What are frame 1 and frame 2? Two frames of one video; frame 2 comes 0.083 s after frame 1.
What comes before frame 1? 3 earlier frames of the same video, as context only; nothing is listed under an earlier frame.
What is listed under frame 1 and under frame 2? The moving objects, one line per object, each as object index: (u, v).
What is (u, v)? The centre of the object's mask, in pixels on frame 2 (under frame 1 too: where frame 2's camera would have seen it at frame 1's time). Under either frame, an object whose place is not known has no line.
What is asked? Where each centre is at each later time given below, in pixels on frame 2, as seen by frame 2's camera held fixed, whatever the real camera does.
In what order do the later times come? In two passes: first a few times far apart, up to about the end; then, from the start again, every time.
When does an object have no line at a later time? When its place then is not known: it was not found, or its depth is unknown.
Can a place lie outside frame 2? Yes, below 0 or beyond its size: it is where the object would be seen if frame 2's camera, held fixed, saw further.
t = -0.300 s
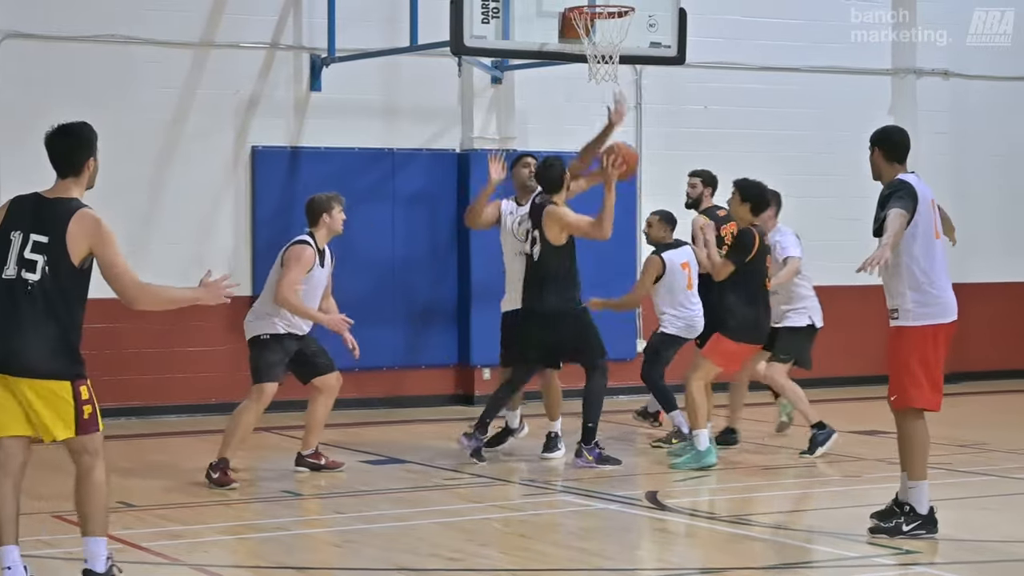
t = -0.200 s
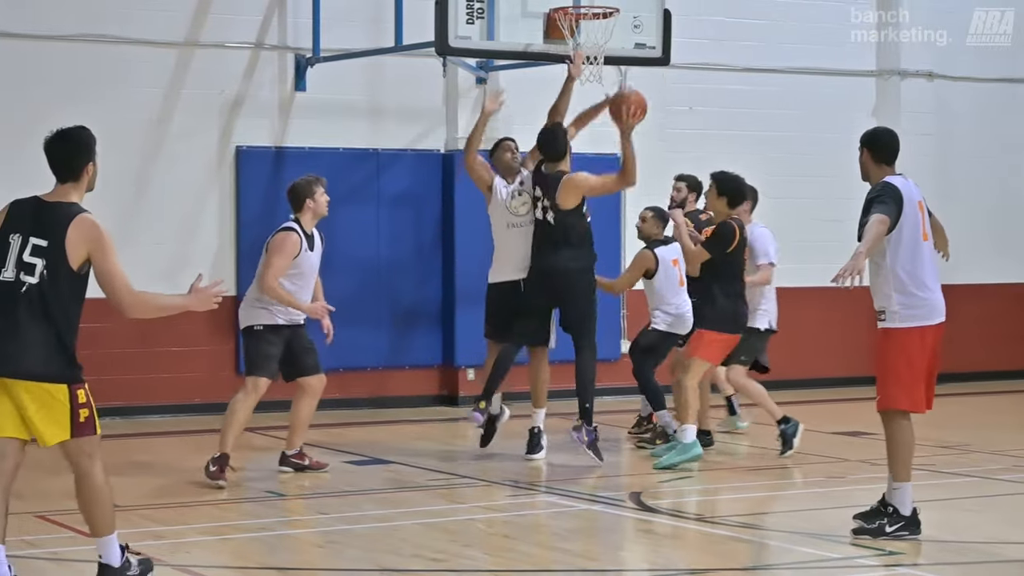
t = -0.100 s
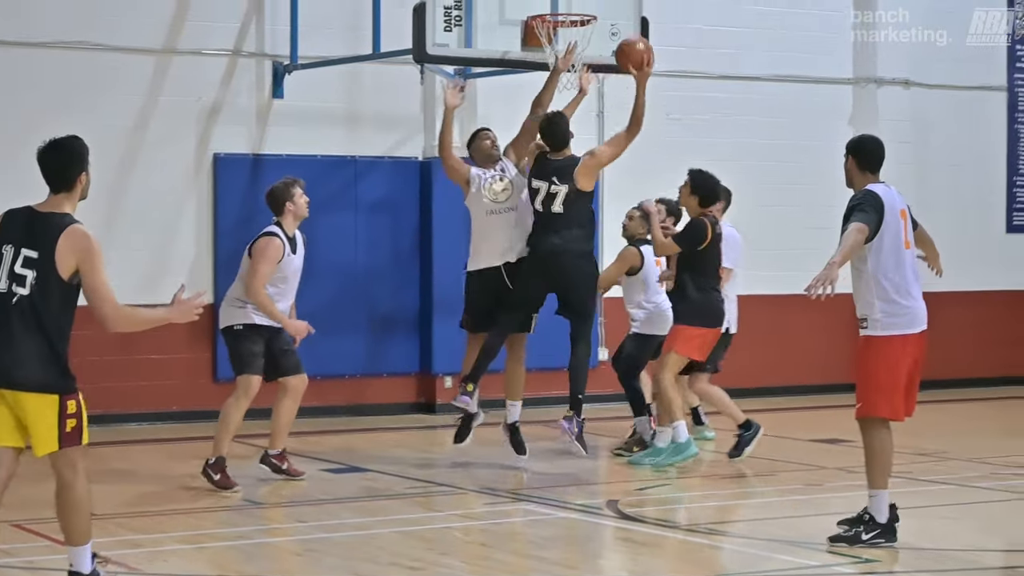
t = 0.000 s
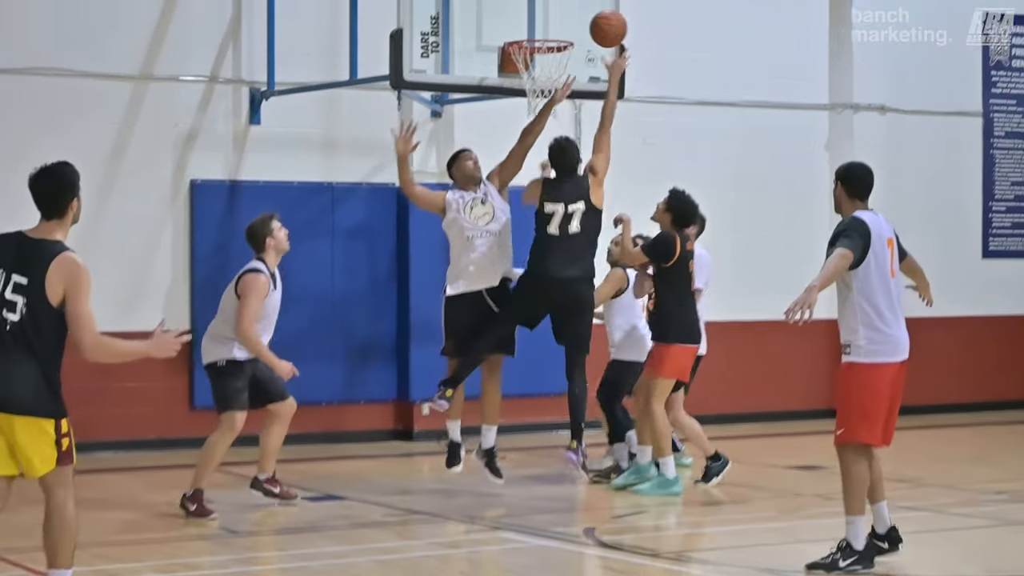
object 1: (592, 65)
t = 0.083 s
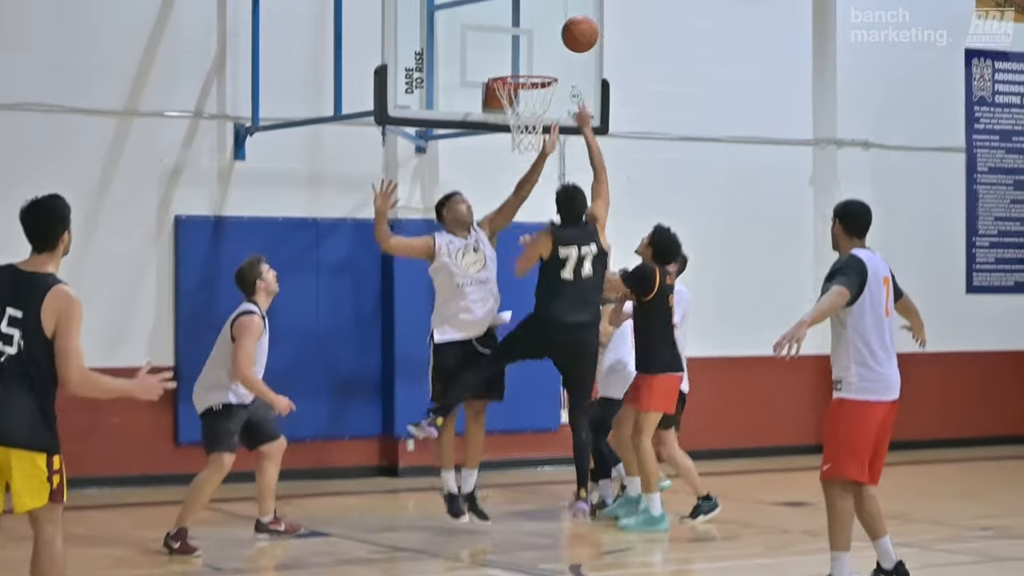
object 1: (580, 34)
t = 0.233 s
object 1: (558, 8)
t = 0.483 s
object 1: (525, 39)
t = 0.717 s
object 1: (524, 124)
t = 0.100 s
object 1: (577, 29)
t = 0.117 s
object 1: (575, 25)
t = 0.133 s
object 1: (572, 21)
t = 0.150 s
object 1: (570, 18)
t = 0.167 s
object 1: (568, 15)
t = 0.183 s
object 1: (565, 13)
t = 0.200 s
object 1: (563, 11)
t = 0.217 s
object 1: (561, 9)
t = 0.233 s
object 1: (558, 8)
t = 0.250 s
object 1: (556, 7)
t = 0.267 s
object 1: (554, 7)
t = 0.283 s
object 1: (551, 7)
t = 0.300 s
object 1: (549, 8)
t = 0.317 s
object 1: (547, 8)
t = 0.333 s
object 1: (545, 10)
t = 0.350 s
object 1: (542, 12)
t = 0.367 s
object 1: (540, 14)
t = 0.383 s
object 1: (538, 16)
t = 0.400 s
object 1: (536, 19)
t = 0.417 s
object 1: (534, 22)
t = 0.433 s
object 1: (531, 26)
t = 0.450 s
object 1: (529, 30)
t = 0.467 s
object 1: (527, 34)
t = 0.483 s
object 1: (525, 39)
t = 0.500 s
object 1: (523, 44)
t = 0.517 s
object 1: (521, 49)
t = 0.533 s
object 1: (519, 55)
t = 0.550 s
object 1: (516, 60)
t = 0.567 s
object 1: (515, 66)
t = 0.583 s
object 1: (512, 69)
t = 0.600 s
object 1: (510, 72)
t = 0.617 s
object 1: (516, 86)
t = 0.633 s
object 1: (514, 95)
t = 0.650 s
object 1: (513, 101)
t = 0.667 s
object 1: (515, 107)
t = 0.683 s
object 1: (518, 114)
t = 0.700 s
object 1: (521, 119)
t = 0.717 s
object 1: (524, 124)
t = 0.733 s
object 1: (527, 129)
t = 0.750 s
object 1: (530, 135)
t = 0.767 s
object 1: (532, 142)
